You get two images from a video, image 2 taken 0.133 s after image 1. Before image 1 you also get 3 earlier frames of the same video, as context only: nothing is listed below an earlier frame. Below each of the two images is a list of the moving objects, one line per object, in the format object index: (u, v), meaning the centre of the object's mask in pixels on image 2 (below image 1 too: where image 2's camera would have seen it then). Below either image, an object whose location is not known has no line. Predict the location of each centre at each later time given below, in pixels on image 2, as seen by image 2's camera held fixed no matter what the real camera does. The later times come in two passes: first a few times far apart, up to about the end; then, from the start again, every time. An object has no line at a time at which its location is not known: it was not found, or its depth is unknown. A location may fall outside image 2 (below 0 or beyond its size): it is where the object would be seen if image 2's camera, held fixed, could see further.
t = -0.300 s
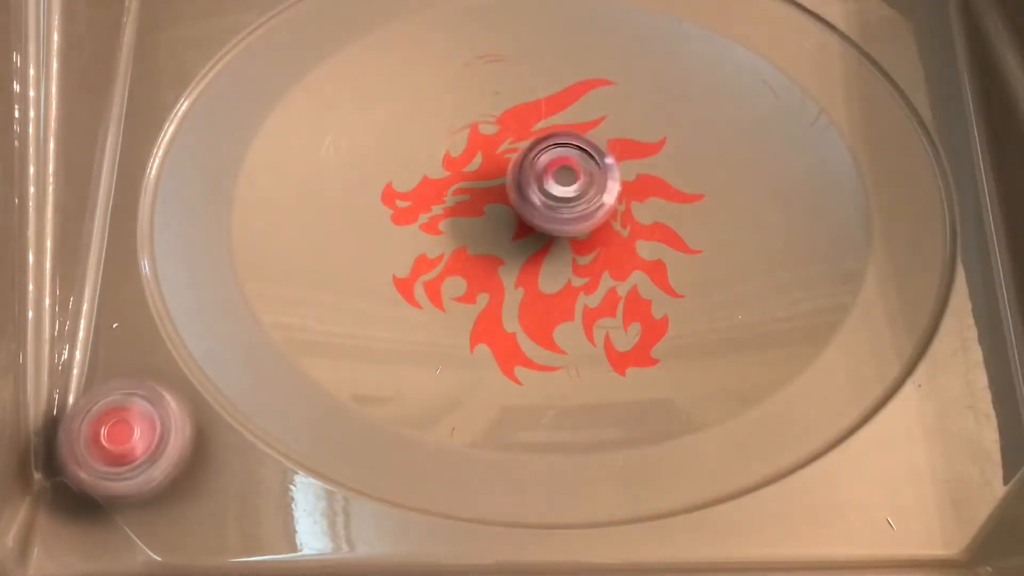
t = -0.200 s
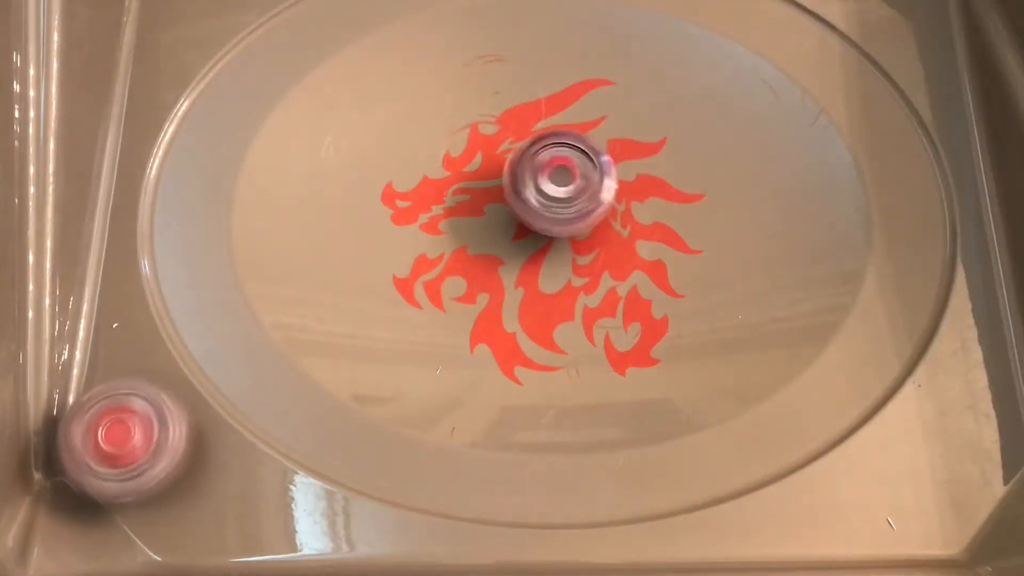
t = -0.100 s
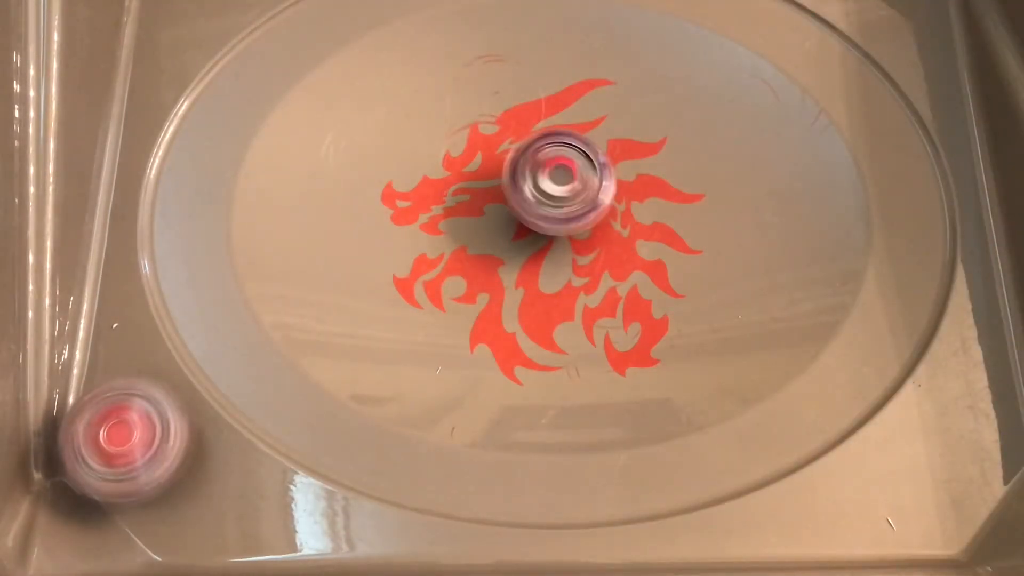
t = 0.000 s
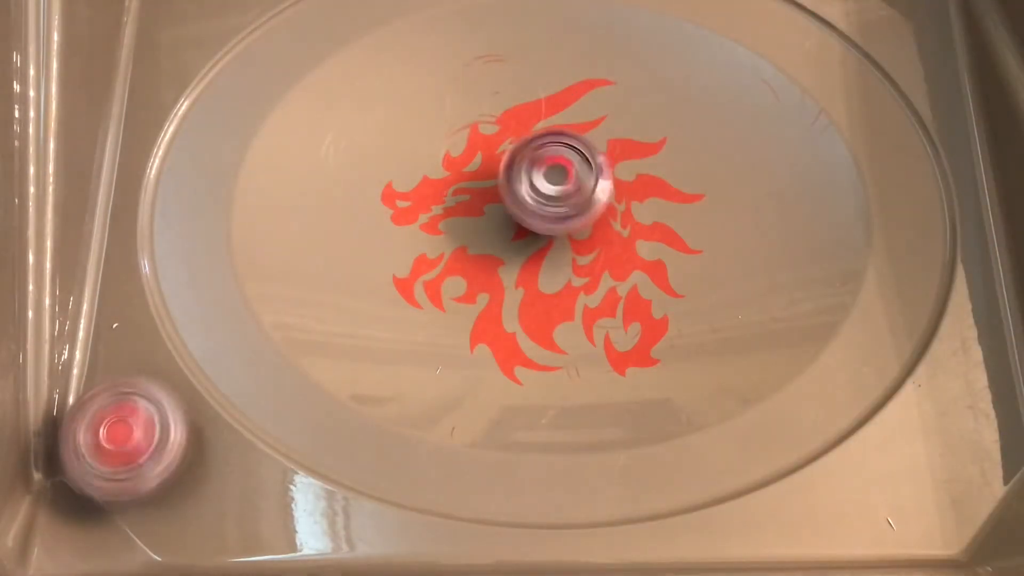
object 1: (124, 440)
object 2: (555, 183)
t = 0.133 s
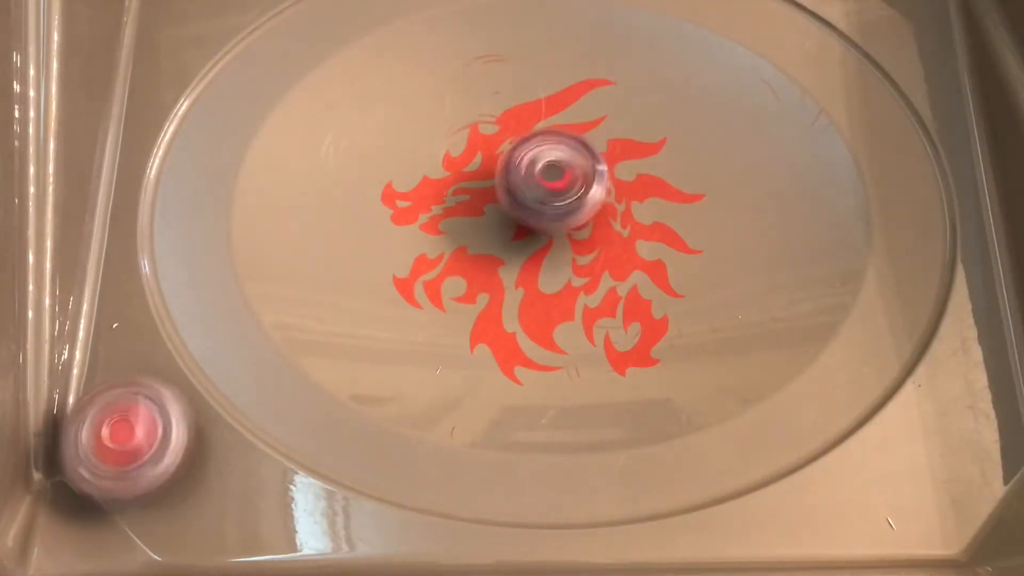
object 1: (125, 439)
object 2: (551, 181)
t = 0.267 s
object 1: (127, 439)
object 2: (549, 183)
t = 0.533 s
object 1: (131, 441)
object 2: (543, 183)
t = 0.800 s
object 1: (130, 446)
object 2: (538, 185)
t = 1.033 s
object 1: (129, 446)
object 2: (535, 186)
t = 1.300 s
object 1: (129, 443)
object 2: (531, 188)
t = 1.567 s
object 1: (129, 440)
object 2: (532, 193)
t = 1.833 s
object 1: (131, 442)
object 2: (529, 199)
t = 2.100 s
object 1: (132, 443)
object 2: (525, 206)
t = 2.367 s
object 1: (130, 443)
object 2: (527, 206)
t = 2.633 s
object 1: (131, 442)
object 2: (531, 213)
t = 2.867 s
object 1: (137, 443)
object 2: (535, 220)
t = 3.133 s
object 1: (141, 443)
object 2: (535, 223)
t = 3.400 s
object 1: (137, 444)
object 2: (539, 222)
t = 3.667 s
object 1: (137, 441)
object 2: (547, 225)
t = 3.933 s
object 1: (137, 442)
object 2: (549, 226)
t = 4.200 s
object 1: (139, 441)
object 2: (552, 224)
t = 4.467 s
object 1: (137, 444)
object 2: (557, 222)
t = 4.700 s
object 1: (137, 442)
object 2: (562, 227)
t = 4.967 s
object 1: (136, 438)
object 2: (563, 229)
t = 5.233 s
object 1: (139, 440)
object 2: (563, 223)
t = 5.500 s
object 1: (138, 439)
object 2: (571, 223)
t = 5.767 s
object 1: (136, 438)
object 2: (569, 223)
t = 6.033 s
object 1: (141, 434)
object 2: (569, 215)
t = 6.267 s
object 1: (143, 434)
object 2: (572, 214)
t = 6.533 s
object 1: (143, 434)
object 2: (572, 214)
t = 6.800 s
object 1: (140, 434)
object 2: (570, 211)
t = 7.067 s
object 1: (141, 429)
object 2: (570, 209)
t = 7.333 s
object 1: (143, 430)
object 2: (568, 209)
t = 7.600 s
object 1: (141, 435)
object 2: (568, 205)
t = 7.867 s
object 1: (139, 434)
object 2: (570, 205)
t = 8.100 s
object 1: (139, 430)
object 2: (565, 207)
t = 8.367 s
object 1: (141, 426)
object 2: (553, 211)
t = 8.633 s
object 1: (143, 426)
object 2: (553, 211)
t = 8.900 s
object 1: (140, 430)
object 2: (553, 212)
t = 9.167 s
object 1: (138, 427)
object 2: (550, 214)
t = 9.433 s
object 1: (137, 426)
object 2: (552, 211)
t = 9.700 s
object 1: (136, 422)
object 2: (554, 212)
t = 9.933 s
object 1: (136, 423)
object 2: (552, 211)
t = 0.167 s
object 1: (126, 440)
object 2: (553, 182)
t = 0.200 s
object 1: (126, 439)
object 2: (551, 183)
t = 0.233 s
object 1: (127, 439)
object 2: (550, 182)
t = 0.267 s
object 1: (127, 439)
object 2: (549, 183)
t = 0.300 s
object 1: (127, 440)
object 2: (548, 183)
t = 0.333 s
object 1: (128, 438)
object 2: (548, 182)
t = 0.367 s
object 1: (128, 440)
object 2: (547, 183)
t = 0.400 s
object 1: (129, 439)
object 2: (544, 184)
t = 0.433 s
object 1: (130, 440)
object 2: (545, 182)
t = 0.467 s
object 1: (130, 441)
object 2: (546, 183)
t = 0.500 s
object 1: (130, 441)
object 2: (544, 183)
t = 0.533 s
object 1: (131, 441)
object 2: (543, 183)
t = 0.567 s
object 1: (130, 443)
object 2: (544, 184)
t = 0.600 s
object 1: (131, 442)
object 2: (541, 184)
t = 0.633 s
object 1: (131, 443)
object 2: (542, 183)
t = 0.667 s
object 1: (131, 444)
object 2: (542, 185)
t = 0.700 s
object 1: (131, 444)
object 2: (539, 184)
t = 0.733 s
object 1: (131, 445)
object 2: (540, 183)
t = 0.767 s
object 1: (131, 445)
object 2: (540, 185)
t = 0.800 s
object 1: (130, 446)
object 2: (538, 185)
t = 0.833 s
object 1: (130, 446)
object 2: (538, 184)
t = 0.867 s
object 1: (131, 447)
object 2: (538, 186)
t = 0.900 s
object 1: (130, 446)
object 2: (535, 186)
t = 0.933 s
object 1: (130, 447)
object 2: (536, 185)
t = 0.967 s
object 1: (130, 446)
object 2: (536, 187)
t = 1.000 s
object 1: (130, 447)
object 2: (534, 186)
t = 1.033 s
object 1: (129, 446)
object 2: (535, 186)
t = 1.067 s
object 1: (130, 446)
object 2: (534, 188)
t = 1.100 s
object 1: (129, 446)
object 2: (532, 187)
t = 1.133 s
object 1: (130, 446)
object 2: (533, 186)
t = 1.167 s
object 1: (129, 445)
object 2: (533, 188)
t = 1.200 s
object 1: (129, 445)
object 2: (531, 188)
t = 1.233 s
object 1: (128, 443)
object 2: (533, 187)
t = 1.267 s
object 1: (129, 443)
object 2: (533, 188)
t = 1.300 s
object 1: (129, 443)
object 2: (531, 188)
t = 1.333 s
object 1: (129, 443)
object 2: (532, 187)
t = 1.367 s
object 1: (128, 442)
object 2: (532, 189)
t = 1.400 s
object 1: (129, 442)
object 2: (531, 189)
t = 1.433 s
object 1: (128, 441)
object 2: (532, 188)
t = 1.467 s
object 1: (129, 441)
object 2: (532, 190)
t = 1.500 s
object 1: (129, 441)
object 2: (531, 190)
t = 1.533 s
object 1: (130, 442)
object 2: (532, 190)
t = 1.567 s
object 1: (129, 440)
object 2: (532, 193)
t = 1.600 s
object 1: (131, 441)
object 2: (531, 194)
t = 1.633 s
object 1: (130, 441)
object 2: (532, 193)
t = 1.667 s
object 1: (131, 441)
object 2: (532, 195)
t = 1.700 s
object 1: (131, 440)
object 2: (530, 196)
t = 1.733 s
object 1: (131, 441)
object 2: (531, 196)
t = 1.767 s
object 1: (131, 441)
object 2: (532, 198)
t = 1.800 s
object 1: (132, 442)
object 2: (529, 199)
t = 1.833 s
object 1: (131, 442)
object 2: (529, 199)
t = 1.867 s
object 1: (132, 442)
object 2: (530, 201)
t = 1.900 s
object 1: (132, 442)
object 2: (528, 202)
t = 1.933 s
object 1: (132, 443)
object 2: (528, 202)
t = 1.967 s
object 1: (132, 442)
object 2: (528, 204)
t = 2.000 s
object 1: (132, 443)
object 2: (526, 205)
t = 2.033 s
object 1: (132, 443)
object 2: (526, 204)
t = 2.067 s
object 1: (132, 443)
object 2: (527, 205)
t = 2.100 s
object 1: (132, 443)
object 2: (525, 206)
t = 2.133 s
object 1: (132, 444)
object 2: (525, 205)
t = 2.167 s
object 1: (131, 443)
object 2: (526, 205)
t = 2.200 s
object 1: (131, 443)
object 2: (525, 206)
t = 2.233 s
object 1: (131, 443)
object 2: (525, 205)
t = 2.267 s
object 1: (131, 444)
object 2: (527, 206)
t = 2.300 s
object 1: (130, 443)
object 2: (526, 207)
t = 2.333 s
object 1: (131, 443)
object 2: (525, 205)
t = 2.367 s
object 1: (130, 443)
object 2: (527, 206)
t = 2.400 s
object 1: (130, 443)
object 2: (527, 208)
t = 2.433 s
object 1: (130, 443)
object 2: (526, 206)
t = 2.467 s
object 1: (131, 443)
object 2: (528, 207)
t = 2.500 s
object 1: (131, 442)
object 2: (529, 209)
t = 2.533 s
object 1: (131, 442)
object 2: (528, 208)
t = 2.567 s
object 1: (132, 442)
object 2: (531, 209)
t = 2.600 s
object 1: (132, 443)
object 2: (532, 212)
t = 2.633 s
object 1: (131, 442)
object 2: (531, 213)
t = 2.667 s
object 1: (133, 443)
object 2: (533, 213)
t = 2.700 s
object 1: (133, 443)
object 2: (533, 216)
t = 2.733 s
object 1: (133, 442)
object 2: (533, 216)
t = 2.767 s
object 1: (134, 442)
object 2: (534, 217)
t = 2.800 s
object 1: (135, 442)
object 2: (535, 219)
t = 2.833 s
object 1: (136, 442)
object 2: (534, 220)
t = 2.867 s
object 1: (137, 443)
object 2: (535, 220)
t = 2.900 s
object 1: (137, 443)
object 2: (536, 221)
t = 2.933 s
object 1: (139, 443)
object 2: (534, 222)
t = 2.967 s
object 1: (137, 443)
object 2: (534, 221)
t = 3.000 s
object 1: (138, 442)
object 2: (536, 222)
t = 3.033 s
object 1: (140, 442)
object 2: (535, 223)
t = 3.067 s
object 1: (138, 442)
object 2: (534, 222)
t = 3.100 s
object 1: (140, 443)
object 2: (536, 222)
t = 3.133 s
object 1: (141, 443)
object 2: (535, 223)
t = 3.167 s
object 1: (139, 444)
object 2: (534, 222)
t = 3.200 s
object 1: (139, 444)
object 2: (536, 222)
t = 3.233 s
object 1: (141, 444)
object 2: (536, 224)
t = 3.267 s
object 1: (139, 444)
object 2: (535, 223)
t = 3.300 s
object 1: (141, 444)
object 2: (537, 222)
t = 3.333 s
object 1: (139, 443)
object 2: (538, 223)
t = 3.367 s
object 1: (138, 443)
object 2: (537, 223)
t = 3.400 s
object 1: (137, 444)
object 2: (539, 222)
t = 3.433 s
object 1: (139, 443)
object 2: (541, 222)
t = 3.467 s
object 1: (138, 443)
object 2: (541, 223)
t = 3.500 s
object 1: (138, 443)
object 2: (542, 222)
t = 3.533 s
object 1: (137, 442)
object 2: (545, 223)
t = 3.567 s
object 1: (137, 442)
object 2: (544, 224)
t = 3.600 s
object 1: (136, 443)
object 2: (544, 223)
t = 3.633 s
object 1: (137, 442)
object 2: (546, 224)
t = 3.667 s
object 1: (137, 441)
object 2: (547, 225)
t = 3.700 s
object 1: (135, 443)
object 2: (547, 225)
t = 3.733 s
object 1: (137, 442)
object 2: (548, 225)
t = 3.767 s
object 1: (137, 442)
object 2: (549, 227)
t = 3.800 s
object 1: (137, 442)
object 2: (548, 227)
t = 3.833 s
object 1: (137, 444)
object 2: (549, 226)
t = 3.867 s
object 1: (138, 441)
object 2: (550, 227)
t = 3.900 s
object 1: (137, 442)
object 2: (548, 228)
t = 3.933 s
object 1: (137, 442)
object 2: (549, 226)
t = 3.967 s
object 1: (138, 442)
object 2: (550, 227)
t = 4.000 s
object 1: (140, 440)
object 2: (549, 227)
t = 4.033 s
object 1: (138, 441)
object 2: (548, 225)
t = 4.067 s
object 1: (139, 441)
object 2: (549, 226)
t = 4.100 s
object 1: (138, 442)
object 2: (549, 226)
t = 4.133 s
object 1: (138, 442)
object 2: (549, 225)
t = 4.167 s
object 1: (138, 441)
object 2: (551, 224)
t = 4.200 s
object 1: (139, 441)
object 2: (552, 224)
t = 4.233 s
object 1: (139, 442)
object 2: (551, 223)
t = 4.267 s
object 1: (138, 442)
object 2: (553, 222)
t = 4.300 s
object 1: (138, 441)
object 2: (555, 222)
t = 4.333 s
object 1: (138, 442)
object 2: (554, 223)
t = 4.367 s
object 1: (137, 443)
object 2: (554, 221)
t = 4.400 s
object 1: (136, 443)
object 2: (556, 222)
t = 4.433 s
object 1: (135, 442)
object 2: (557, 222)
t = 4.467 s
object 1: (137, 444)
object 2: (557, 222)
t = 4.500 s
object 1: (138, 444)
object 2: (559, 223)
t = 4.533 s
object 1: (139, 443)
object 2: (560, 225)
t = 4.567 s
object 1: (136, 443)
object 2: (560, 224)
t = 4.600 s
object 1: (138, 444)
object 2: (563, 225)
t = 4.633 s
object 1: (139, 443)
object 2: (564, 227)
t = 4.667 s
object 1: (140, 442)
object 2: (562, 228)
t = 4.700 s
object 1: (137, 442)
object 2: (562, 227)
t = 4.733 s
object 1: (137, 441)
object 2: (563, 227)
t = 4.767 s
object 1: (138, 441)
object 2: (564, 228)
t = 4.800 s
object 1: (137, 440)
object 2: (563, 228)
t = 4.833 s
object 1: (137, 440)
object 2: (564, 229)
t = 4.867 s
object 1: (139, 438)
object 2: (562, 229)
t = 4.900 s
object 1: (139, 439)
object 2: (561, 227)
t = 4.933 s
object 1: (138, 437)
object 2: (563, 228)
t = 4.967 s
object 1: (136, 438)
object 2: (563, 229)
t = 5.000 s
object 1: (139, 438)
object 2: (561, 228)
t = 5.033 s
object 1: (136, 440)
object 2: (561, 227)
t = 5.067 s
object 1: (139, 439)
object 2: (563, 227)
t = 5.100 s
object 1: (138, 440)
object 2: (563, 226)
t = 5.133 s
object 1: (142, 439)
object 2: (562, 225)
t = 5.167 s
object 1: (138, 443)
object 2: (564, 224)
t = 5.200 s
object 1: (140, 441)
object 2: (564, 224)
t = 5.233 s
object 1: (139, 440)
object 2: (563, 223)
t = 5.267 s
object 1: (139, 440)
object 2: (566, 222)
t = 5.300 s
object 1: (143, 439)
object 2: (567, 223)
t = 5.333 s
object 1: (142, 440)
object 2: (566, 223)
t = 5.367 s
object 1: (142, 439)
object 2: (566, 222)
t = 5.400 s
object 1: (141, 438)
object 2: (569, 223)
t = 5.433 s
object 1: (142, 438)
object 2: (569, 223)
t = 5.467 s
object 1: (140, 439)
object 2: (569, 222)
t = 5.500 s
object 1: (138, 439)
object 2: (571, 223)
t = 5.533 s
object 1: (138, 439)
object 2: (571, 224)
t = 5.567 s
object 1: (138, 440)
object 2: (569, 223)
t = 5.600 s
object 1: (139, 440)
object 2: (571, 222)
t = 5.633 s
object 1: (138, 439)
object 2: (572, 223)
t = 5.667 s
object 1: (140, 438)
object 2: (571, 223)
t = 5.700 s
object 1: (139, 437)
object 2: (570, 222)
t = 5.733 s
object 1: (140, 436)
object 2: (571, 223)
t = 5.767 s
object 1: (136, 438)
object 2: (569, 223)
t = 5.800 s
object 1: (136, 437)
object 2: (569, 221)
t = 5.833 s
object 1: (136, 436)
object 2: (570, 220)
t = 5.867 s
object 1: (138, 434)
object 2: (570, 221)
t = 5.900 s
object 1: (138, 435)
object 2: (568, 220)
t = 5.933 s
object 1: (138, 433)
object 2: (568, 218)
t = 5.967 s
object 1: (138, 434)
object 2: (569, 218)
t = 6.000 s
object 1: (140, 433)
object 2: (569, 217)
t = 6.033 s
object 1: (141, 434)
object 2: (569, 215)
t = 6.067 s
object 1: (141, 434)
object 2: (571, 216)
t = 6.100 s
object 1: (143, 433)
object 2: (572, 216)
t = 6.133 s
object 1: (144, 433)
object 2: (571, 216)
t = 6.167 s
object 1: (144, 434)
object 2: (572, 215)
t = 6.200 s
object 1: (143, 435)
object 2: (573, 215)
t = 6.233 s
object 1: (143, 433)
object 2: (573, 216)
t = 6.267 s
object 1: (143, 434)
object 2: (572, 214)
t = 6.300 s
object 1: (143, 435)
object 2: (574, 215)
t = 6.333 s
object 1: (141, 435)
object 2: (573, 216)
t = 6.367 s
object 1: (140, 435)
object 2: (572, 216)
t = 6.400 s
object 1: (143, 435)
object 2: (573, 214)
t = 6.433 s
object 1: (143, 437)
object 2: (573, 216)
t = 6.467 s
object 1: (143, 437)
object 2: (571, 216)
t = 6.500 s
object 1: (142, 435)
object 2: (571, 214)
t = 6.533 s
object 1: (143, 434)
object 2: (572, 214)
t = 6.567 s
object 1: (143, 435)
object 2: (571, 215)
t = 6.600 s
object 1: (142, 435)
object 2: (569, 214)
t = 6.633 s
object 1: (140, 436)
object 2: (570, 212)
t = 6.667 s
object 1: (140, 434)
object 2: (570, 213)
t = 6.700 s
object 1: (140, 434)
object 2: (569, 213)
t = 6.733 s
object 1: (139, 434)
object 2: (568, 211)
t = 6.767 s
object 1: (139, 435)
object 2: (569, 211)
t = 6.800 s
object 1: (140, 434)
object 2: (570, 211)
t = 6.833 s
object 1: (142, 432)
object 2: (569, 210)
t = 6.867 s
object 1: (142, 432)
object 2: (570, 208)
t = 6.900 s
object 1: (143, 430)
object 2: (571, 209)
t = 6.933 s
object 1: (143, 431)
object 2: (571, 209)
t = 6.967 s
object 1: (143, 431)
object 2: (570, 208)
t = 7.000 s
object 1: (142, 430)
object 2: (572, 208)
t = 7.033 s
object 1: (142, 429)
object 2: (572, 209)
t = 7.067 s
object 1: (141, 429)
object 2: (570, 209)
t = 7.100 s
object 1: (143, 430)
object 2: (571, 208)
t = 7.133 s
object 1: (144, 430)
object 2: (572, 209)
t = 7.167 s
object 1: (144, 430)
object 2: (571, 210)
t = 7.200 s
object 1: (146, 430)
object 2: (570, 209)
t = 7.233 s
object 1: (145, 431)
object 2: (571, 209)
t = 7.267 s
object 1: (145, 430)
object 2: (570, 210)
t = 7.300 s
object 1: (144, 432)
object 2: (568, 210)
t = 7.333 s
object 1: (143, 430)
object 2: (568, 209)
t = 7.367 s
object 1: (143, 431)
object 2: (569, 209)
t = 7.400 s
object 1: (141, 431)
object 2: (568, 210)
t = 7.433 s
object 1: (143, 433)
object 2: (567, 208)
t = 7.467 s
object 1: (144, 433)
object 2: (568, 208)
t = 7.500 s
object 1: (144, 433)
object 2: (567, 207)
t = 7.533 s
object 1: (143, 433)
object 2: (567, 207)
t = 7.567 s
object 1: (142, 433)
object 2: (567, 205)
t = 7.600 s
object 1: (141, 435)
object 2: (568, 205)
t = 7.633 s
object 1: (140, 433)
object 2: (567, 205)
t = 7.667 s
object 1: (138, 434)
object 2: (566, 205)
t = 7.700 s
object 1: (138, 434)
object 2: (568, 203)
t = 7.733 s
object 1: (137, 436)
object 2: (569, 204)
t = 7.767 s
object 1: (137, 435)
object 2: (568, 204)
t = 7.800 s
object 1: (139, 434)
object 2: (569, 202)
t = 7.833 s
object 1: (135, 436)
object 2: (570, 203)
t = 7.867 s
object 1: (139, 434)
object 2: (570, 205)
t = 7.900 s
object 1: (137, 432)
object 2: (568, 205)
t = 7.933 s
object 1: (136, 431)
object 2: (568, 204)
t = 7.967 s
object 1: (136, 431)
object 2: (569, 204)
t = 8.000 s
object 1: (134, 430)
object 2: (569, 204)
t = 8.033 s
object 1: (137, 431)
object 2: (567, 206)
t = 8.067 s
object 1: (137, 431)
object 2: (566, 207)
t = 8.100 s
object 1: (139, 430)
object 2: (565, 207)
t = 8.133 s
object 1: (139, 430)
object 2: (563, 208)
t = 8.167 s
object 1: (139, 428)
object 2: (563, 209)
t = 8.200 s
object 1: (137, 428)
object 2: (561, 210)
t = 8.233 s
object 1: (138, 427)
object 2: (559, 209)
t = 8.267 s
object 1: (138, 428)
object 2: (559, 210)
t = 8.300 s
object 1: (139, 427)
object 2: (558, 211)
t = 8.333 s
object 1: (140, 427)
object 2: (554, 212)
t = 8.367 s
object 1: (141, 426)
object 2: (553, 211)
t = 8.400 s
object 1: (142, 425)
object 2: (553, 211)
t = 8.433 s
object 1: (141, 425)
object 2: (552, 212)
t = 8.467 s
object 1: (140, 425)
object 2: (549, 212)
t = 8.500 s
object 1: (140, 426)
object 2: (548, 210)
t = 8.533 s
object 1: (139, 426)
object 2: (549, 208)
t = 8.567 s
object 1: (142, 427)
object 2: (551, 208)
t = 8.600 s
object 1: (143, 427)
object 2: (552, 210)
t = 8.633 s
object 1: (143, 426)
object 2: (553, 211)
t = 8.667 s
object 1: (142, 428)
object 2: (552, 211)
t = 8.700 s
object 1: (141, 427)
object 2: (550, 211)
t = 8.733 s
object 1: (139, 427)
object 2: (550, 210)
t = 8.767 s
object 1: (139, 427)
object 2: (551, 208)
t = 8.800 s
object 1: (140, 429)
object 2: (553, 207)
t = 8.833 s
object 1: (139, 429)
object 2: (556, 210)
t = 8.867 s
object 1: (141, 428)
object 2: (555, 212)
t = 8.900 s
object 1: (140, 430)
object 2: (553, 212)
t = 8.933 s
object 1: (140, 428)
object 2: (553, 212)
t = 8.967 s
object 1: (138, 428)
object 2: (553, 213)
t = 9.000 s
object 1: (137, 428)
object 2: (552, 214)
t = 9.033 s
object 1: (137, 429)
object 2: (552, 214)
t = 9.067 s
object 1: (137, 429)
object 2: (551, 216)
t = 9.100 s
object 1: (138, 428)
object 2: (549, 215)
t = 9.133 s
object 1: (138, 428)
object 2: (548, 214)
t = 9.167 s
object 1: (138, 427)
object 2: (550, 214)
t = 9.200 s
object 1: (137, 428)
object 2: (550, 215)
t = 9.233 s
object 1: (136, 426)
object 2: (550, 216)
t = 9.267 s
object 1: (135, 427)
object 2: (549, 215)
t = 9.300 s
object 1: (135, 427)
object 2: (549, 213)
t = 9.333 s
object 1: (138, 426)
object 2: (550, 212)
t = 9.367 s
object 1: (138, 425)
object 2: (550, 212)
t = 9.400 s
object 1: (138, 424)
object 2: (550, 211)
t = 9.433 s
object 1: (137, 426)
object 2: (552, 211)
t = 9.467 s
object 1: (135, 423)
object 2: (553, 211)
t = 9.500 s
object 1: (135, 424)
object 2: (552, 210)
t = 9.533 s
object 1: (138, 424)
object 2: (554, 208)
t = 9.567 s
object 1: (139, 423)
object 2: (556, 210)
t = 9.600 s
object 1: (139, 423)
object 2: (557, 212)
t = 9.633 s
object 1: (138, 422)
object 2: (555, 213)
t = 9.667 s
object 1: (137, 423)
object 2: (555, 212)
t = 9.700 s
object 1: (136, 422)
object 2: (554, 212)
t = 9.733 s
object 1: (137, 423)
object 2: (555, 211)
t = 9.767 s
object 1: (138, 423)
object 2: (556, 212)
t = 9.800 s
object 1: (140, 423)
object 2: (557, 214)
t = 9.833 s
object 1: (140, 423)
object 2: (556, 216)
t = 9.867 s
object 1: (139, 422)
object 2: (553, 216)
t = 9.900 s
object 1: (137, 423)
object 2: (551, 213)
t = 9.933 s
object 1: (136, 423)
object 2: (552, 211)
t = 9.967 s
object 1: (138, 425)
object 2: (554, 210)
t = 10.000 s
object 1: (139, 425)
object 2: (558, 211)
